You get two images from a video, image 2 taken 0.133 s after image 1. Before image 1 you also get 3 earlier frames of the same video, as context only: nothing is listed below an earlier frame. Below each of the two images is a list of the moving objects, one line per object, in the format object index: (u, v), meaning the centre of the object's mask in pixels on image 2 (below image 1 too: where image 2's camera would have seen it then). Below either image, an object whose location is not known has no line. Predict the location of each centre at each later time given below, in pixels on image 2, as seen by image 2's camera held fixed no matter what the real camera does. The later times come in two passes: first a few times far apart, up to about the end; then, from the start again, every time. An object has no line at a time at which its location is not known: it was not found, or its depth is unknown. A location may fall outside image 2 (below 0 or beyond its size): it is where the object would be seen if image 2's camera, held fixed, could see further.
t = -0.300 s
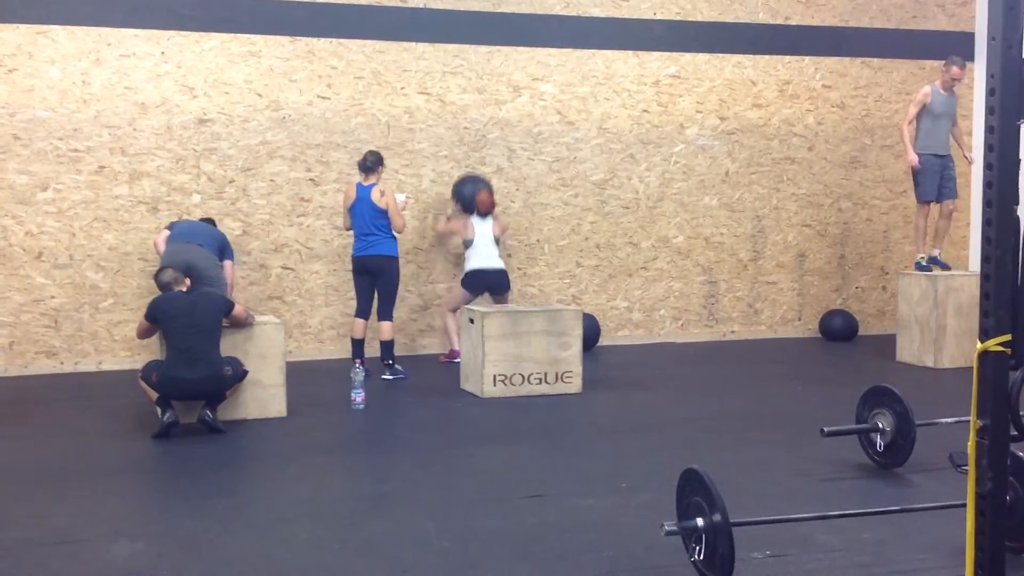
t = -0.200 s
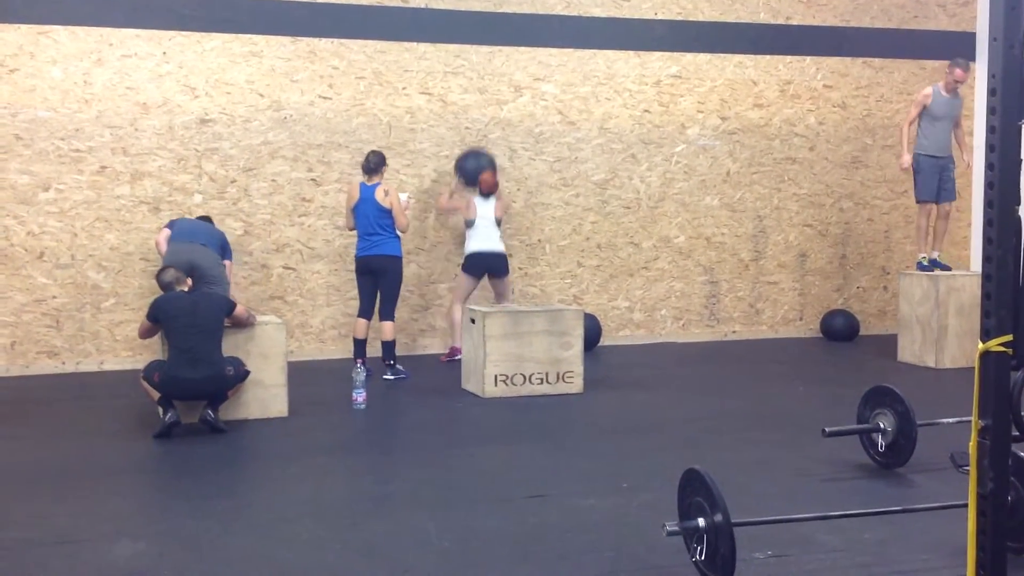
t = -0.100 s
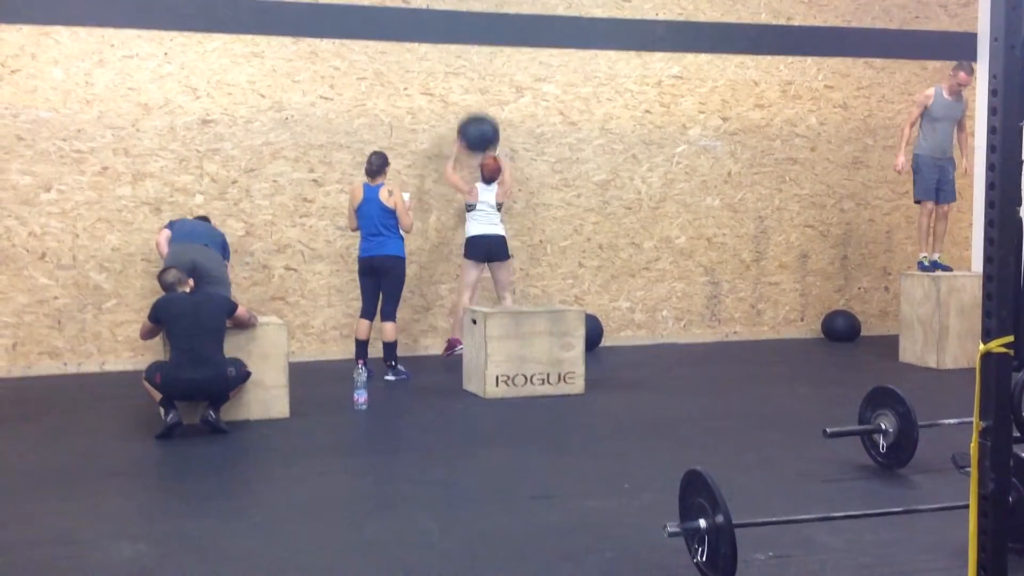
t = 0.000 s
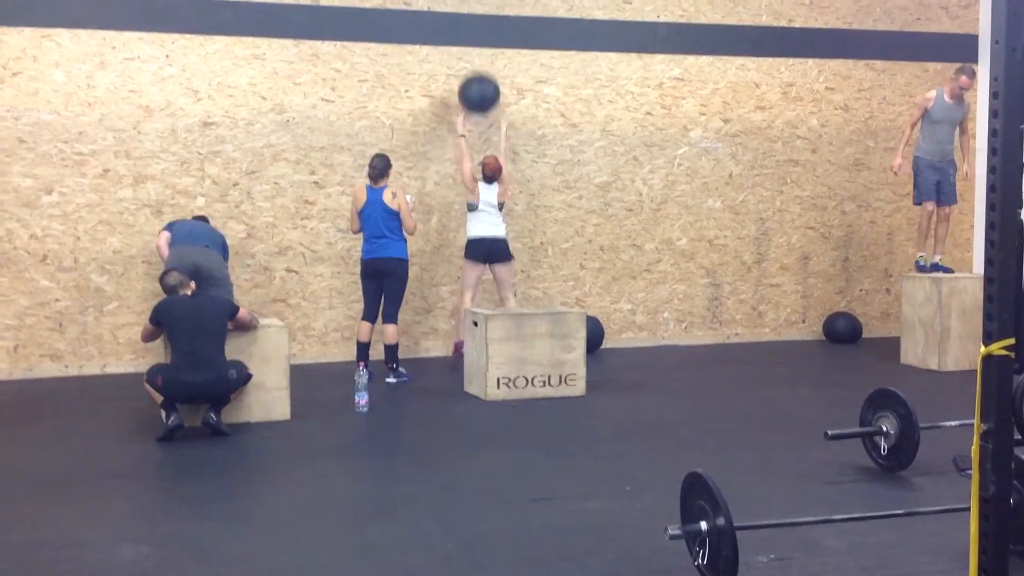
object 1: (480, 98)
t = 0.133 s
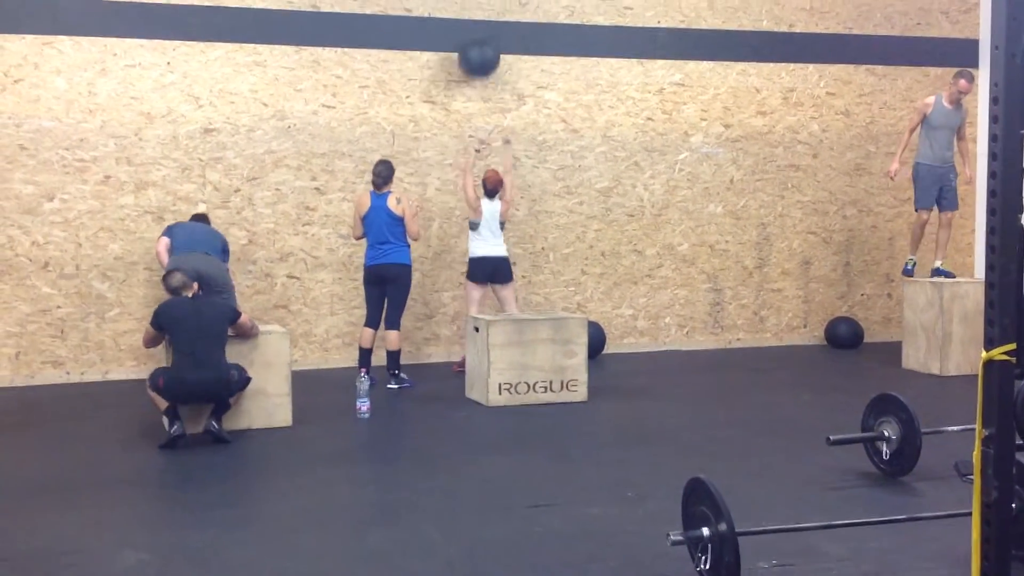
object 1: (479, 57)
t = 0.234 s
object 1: (479, 40)
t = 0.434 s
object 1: (482, 35)
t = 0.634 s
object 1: (489, 77)
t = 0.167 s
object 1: (479, 51)
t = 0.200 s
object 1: (479, 45)
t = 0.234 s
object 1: (479, 40)
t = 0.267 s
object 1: (479, 36)
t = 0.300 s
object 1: (479, 33)
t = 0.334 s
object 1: (479, 32)
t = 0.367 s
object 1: (480, 32)
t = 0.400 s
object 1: (481, 33)
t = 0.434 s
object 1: (482, 35)
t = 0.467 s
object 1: (483, 39)
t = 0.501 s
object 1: (484, 46)
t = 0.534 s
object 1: (485, 51)
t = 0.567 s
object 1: (486, 59)
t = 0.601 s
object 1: (487, 67)
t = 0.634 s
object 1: (489, 77)
